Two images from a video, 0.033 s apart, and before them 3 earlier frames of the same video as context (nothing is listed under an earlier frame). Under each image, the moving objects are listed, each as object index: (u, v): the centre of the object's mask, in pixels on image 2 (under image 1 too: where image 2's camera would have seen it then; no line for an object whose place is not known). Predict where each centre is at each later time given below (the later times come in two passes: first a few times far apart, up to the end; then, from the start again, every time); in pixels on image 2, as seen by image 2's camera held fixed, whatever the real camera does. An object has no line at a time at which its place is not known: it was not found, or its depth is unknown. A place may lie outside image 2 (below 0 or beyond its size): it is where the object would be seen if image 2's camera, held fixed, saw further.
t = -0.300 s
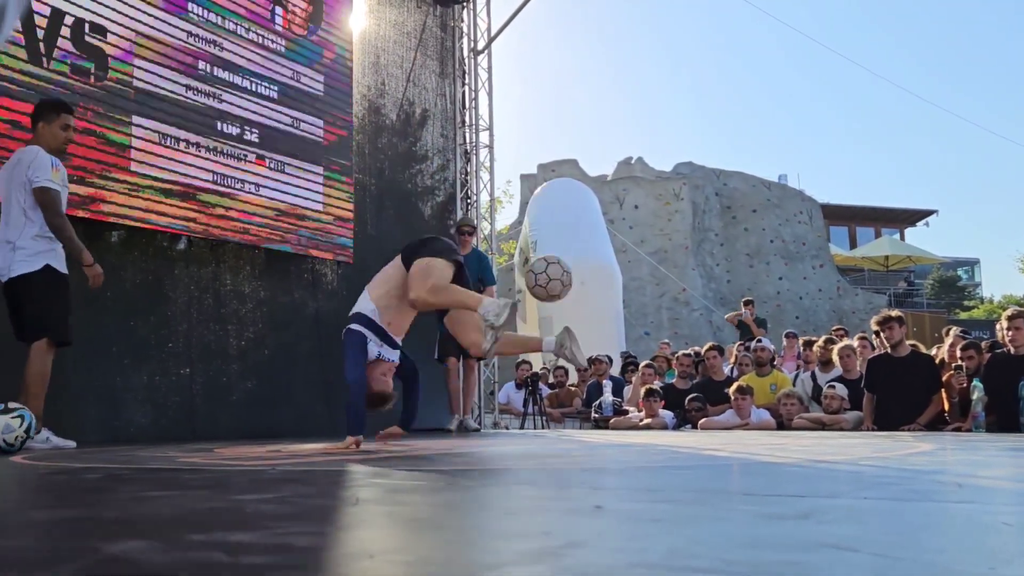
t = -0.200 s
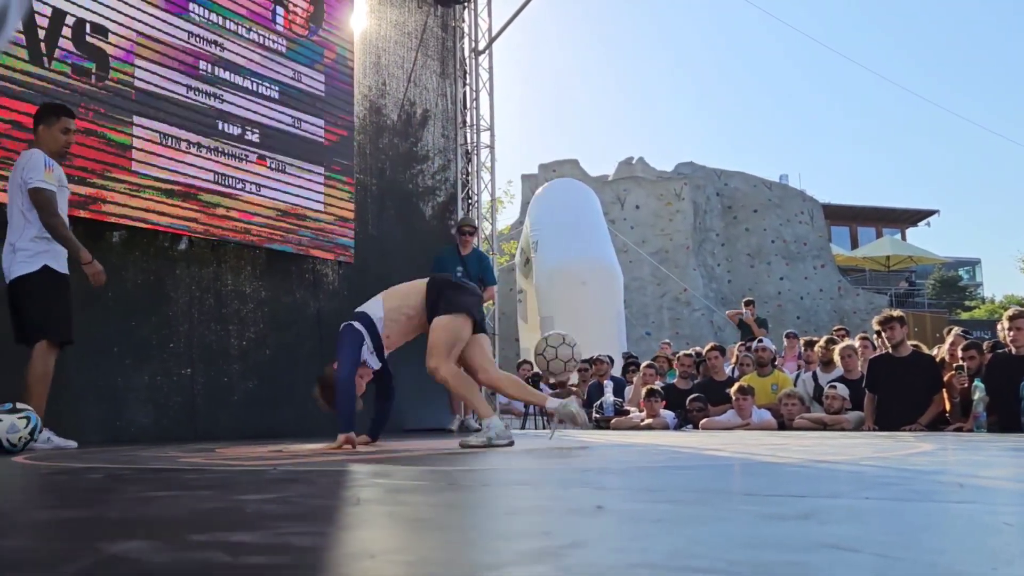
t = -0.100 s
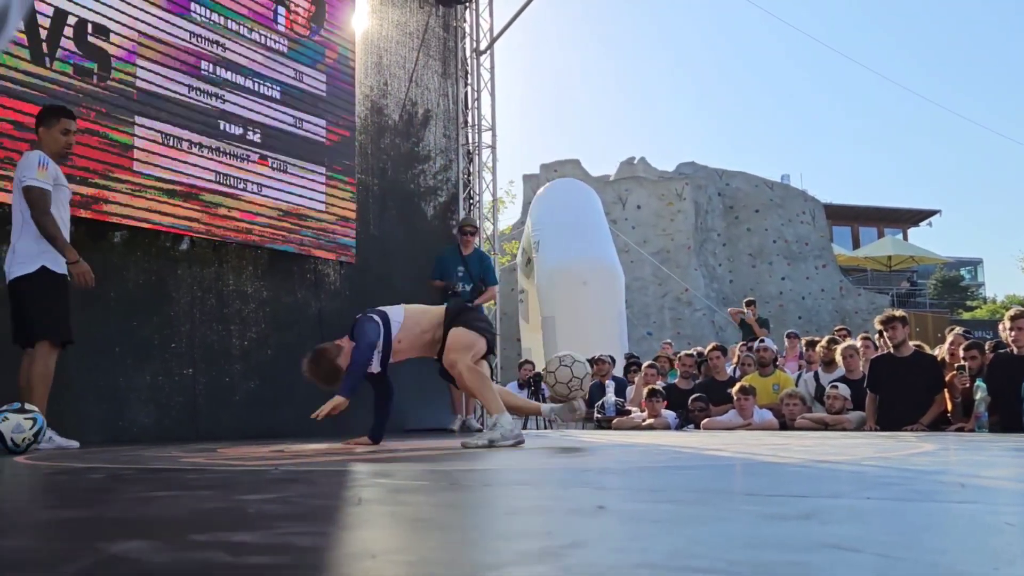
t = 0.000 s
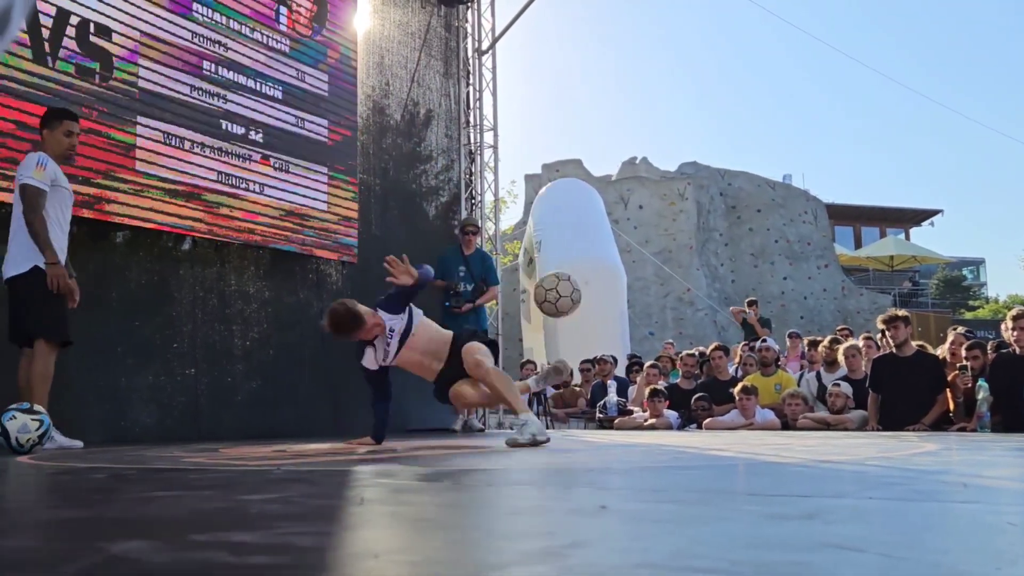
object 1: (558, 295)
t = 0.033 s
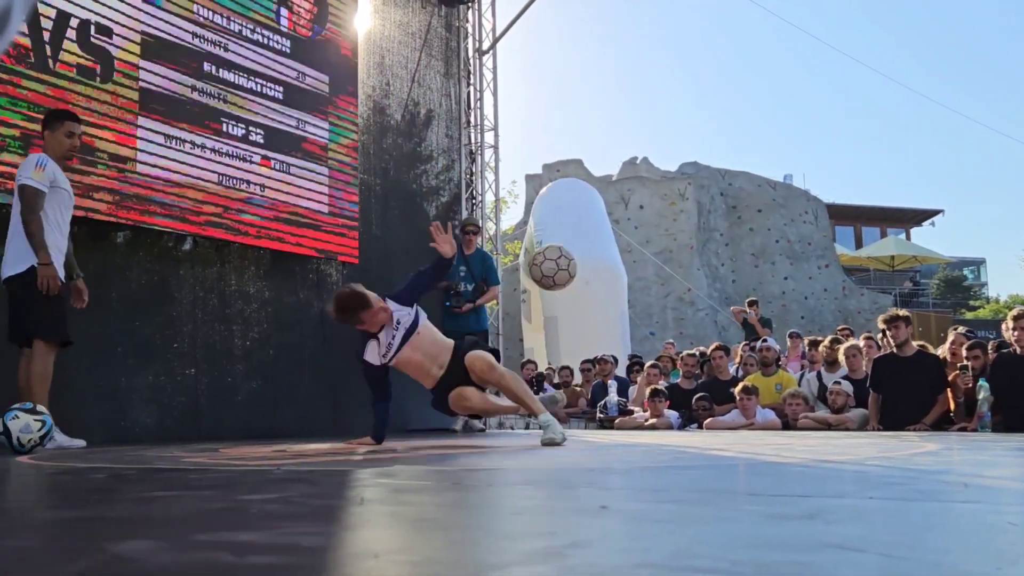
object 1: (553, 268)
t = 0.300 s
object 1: (511, 138)
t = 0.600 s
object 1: (466, 170)
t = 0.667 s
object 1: (457, 203)
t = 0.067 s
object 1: (547, 243)
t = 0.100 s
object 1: (542, 221)
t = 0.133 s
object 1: (537, 201)
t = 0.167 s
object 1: (532, 184)
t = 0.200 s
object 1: (527, 169)
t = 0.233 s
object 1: (521, 156)
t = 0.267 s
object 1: (516, 146)
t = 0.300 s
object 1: (511, 138)
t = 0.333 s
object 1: (506, 132)
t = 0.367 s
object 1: (501, 128)
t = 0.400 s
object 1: (497, 127)
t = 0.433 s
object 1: (491, 128)
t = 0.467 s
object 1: (486, 132)
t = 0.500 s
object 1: (481, 138)
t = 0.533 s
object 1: (476, 146)
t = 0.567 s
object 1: (472, 157)
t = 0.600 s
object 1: (466, 170)
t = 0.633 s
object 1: (461, 185)
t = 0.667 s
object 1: (457, 203)
